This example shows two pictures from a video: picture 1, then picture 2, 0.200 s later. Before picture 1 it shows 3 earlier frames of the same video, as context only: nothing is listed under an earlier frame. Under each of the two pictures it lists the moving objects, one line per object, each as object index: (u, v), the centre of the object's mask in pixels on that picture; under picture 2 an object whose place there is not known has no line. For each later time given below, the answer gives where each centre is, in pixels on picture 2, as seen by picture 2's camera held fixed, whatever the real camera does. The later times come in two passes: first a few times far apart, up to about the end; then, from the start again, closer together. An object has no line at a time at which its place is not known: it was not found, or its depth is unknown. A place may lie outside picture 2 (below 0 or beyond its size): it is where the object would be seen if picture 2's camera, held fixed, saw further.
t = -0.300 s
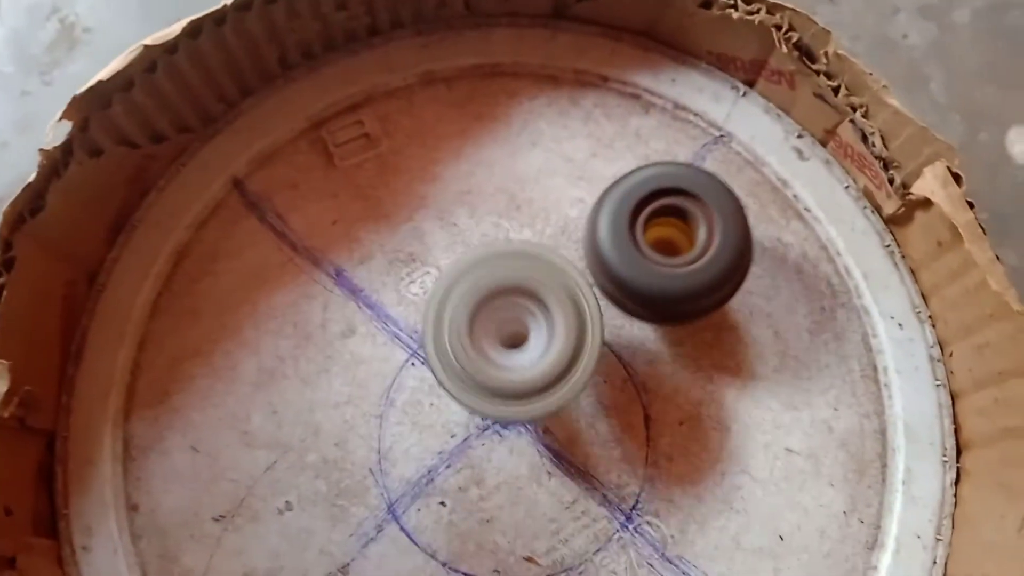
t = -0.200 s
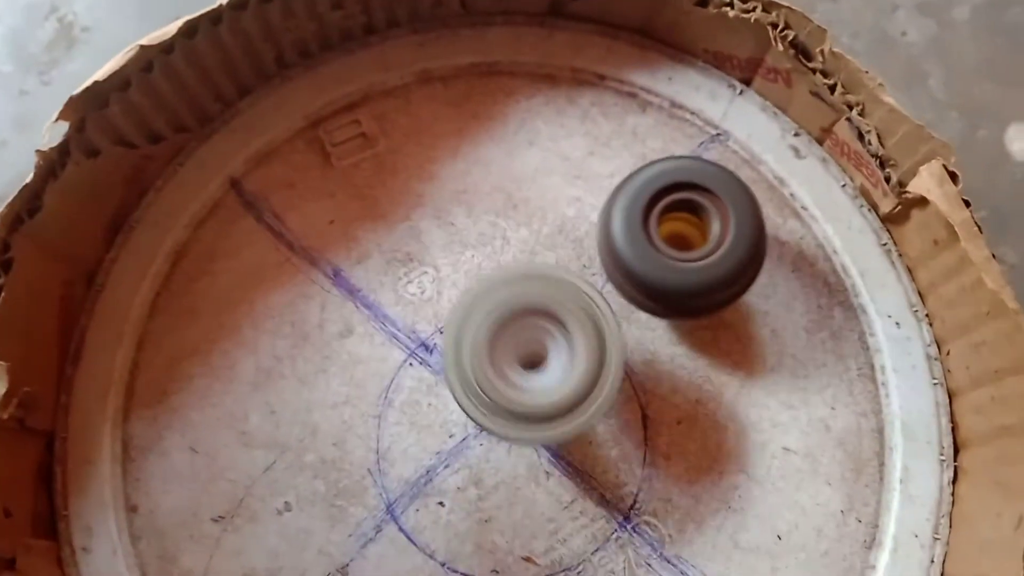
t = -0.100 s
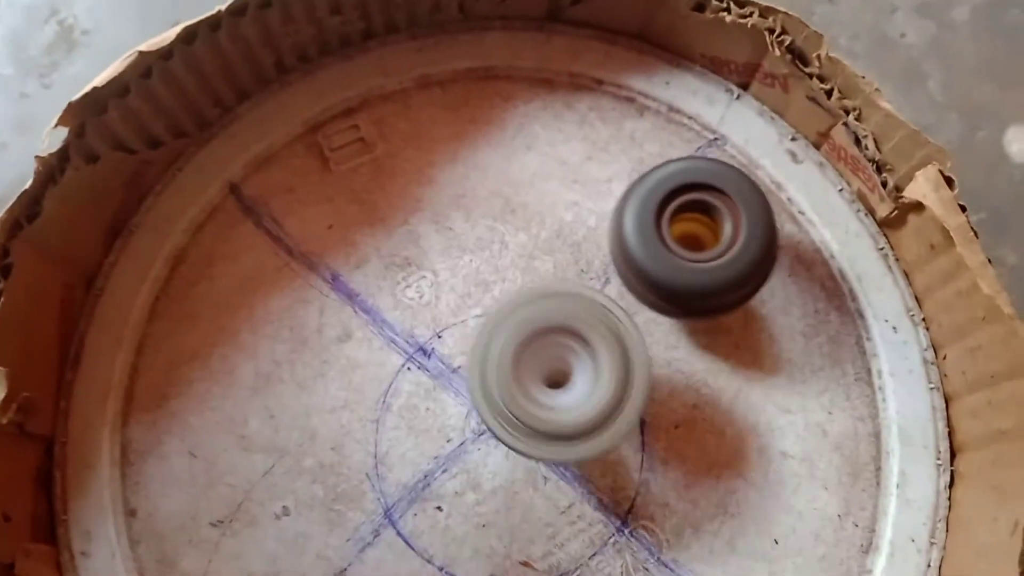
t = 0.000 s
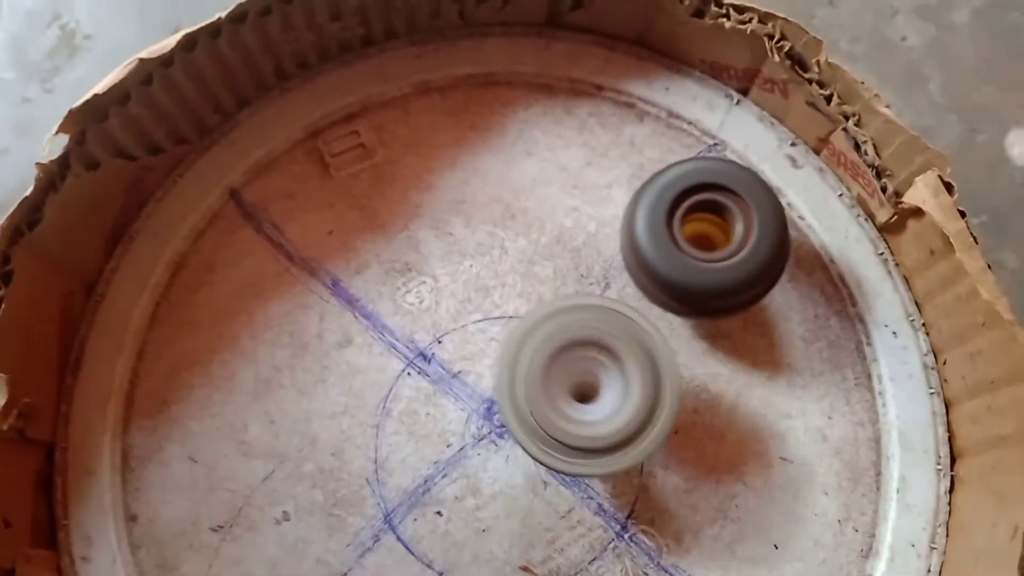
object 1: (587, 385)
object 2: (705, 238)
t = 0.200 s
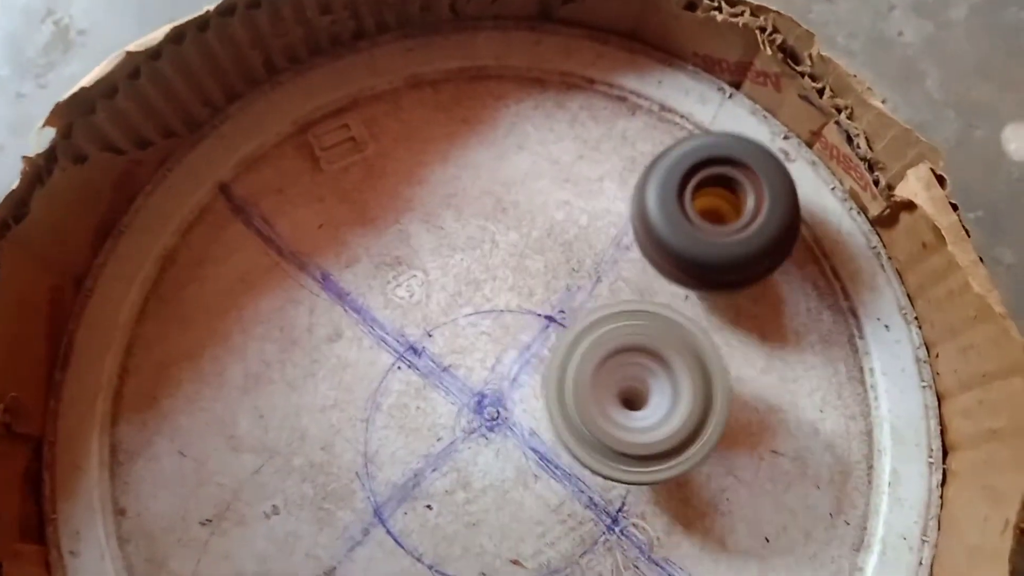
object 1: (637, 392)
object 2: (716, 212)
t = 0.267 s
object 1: (656, 395)
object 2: (720, 204)
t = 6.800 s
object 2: (692, 346)
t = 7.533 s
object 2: (844, 275)
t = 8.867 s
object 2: (769, 165)
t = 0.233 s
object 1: (646, 395)
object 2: (718, 208)
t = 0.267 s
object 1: (656, 395)
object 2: (720, 204)
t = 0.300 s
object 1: (666, 396)
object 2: (720, 201)
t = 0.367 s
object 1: (684, 397)
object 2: (719, 196)
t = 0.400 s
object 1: (693, 398)
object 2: (720, 192)
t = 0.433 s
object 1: (700, 399)
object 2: (721, 187)
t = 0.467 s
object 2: (722, 183)
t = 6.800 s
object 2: (692, 346)
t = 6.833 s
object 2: (700, 349)
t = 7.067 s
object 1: (439, 69)
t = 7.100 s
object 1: (443, 68)
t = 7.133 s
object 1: (448, 67)
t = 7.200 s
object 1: (457, 66)
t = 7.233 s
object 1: (461, 64)
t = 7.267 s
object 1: (466, 62)
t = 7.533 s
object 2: (844, 275)
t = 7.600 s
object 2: (835, 269)
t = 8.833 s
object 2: (770, 167)
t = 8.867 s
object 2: (769, 165)
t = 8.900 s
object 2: (766, 165)
